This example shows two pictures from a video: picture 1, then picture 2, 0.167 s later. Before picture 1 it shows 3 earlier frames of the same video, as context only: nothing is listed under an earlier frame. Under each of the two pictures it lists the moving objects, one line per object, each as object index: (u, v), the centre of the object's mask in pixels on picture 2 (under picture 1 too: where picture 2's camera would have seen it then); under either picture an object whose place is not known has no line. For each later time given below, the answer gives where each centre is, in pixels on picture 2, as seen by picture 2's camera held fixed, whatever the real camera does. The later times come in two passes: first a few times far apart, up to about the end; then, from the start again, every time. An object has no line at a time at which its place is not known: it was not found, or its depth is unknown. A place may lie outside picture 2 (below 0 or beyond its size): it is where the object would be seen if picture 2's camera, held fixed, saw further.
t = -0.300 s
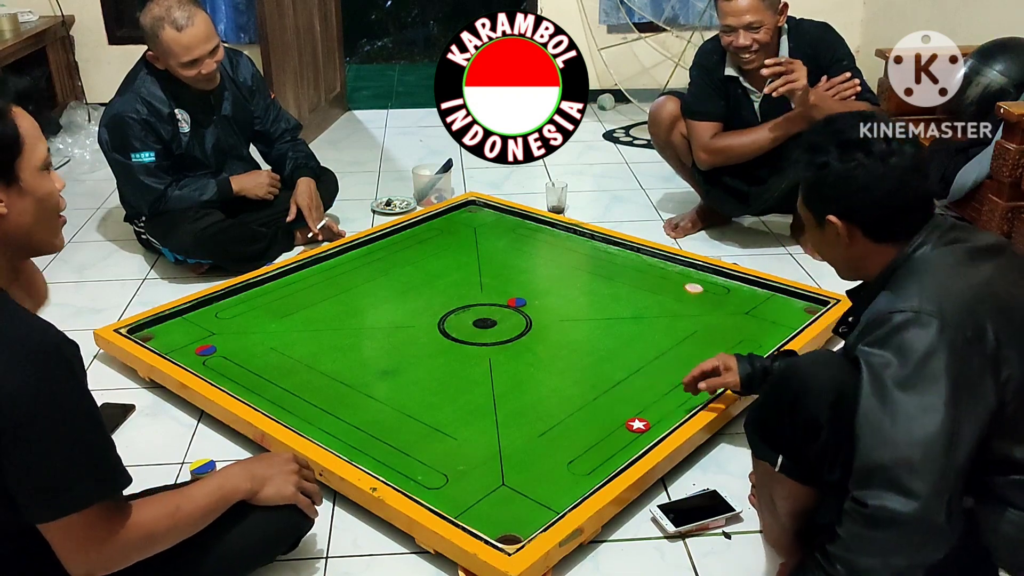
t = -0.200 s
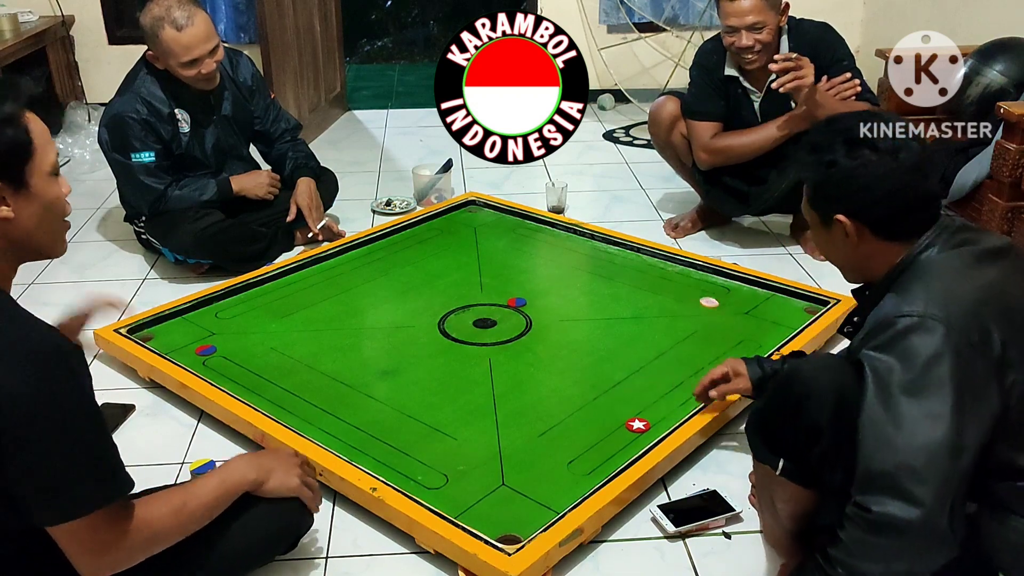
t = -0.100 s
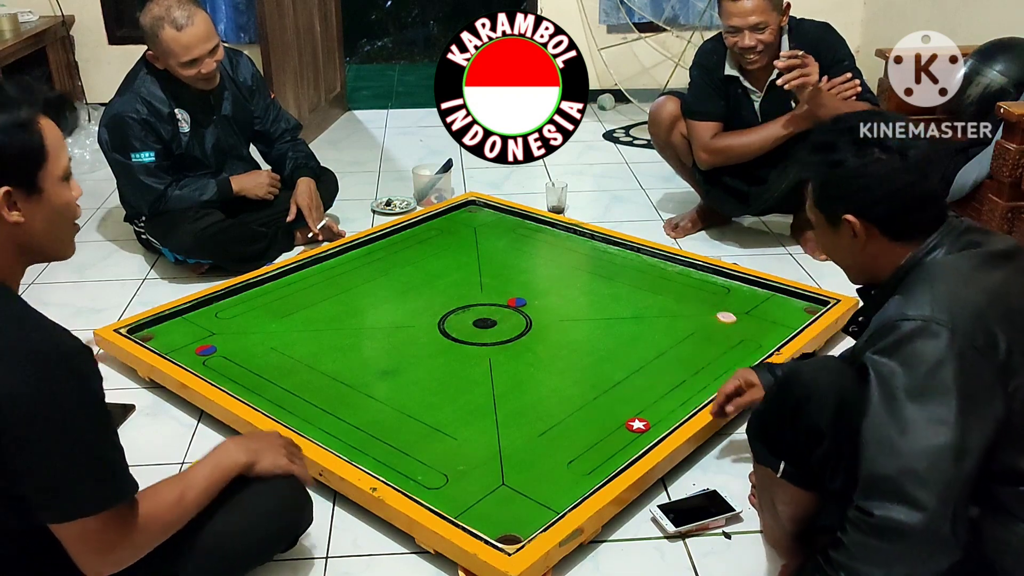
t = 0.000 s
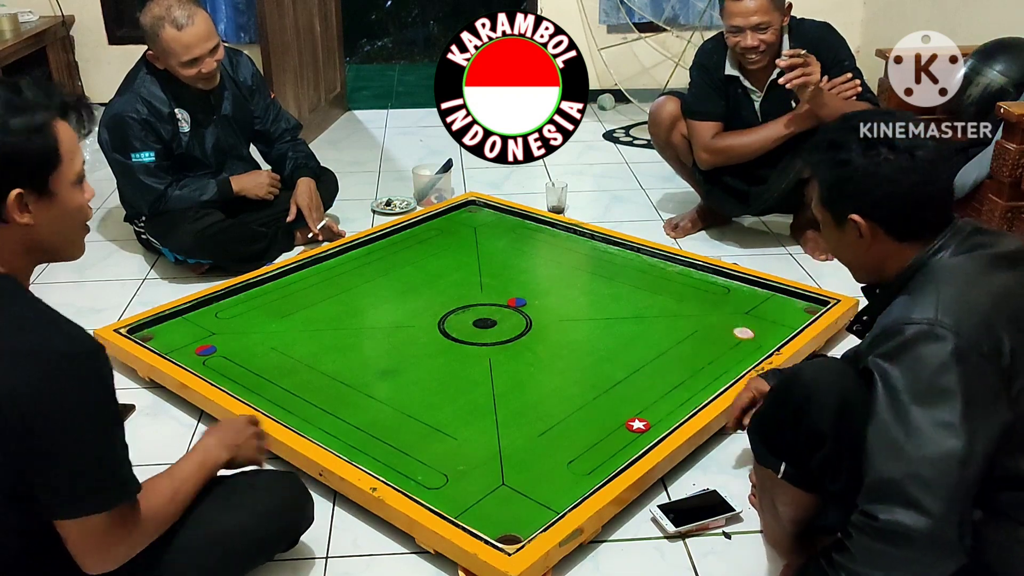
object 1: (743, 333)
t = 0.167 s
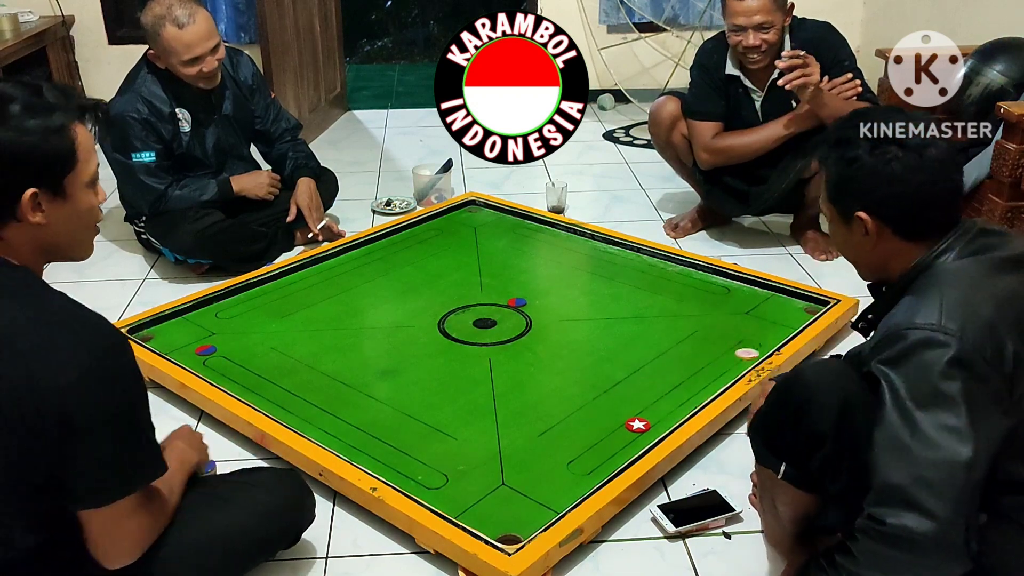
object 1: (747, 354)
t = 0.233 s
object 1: (728, 356)
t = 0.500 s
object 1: (653, 365)
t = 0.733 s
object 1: (590, 374)
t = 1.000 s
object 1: (519, 384)
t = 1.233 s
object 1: (460, 392)
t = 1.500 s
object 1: (393, 402)
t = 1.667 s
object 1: (354, 408)
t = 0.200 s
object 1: (737, 355)
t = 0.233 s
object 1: (728, 356)
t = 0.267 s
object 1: (718, 357)
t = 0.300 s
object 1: (709, 359)
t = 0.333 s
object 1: (700, 360)
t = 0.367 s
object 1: (691, 361)
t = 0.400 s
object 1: (681, 362)
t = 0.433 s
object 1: (672, 363)
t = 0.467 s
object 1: (663, 365)
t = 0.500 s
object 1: (653, 365)
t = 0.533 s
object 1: (644, 367)
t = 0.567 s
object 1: (635, 368)
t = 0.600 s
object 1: (626, 369)
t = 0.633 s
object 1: (617, 370)
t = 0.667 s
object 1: (608, 372)
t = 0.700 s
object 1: (599, 373)
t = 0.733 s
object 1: (590, 374)
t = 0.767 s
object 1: (581, 375)
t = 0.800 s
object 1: (571, 376)
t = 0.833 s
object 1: (562, 378)
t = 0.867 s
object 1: (554, 379)
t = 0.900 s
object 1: (545, 380)
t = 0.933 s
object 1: (536, 382)
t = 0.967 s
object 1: (528, 383)
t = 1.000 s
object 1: (519, 384)
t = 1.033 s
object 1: (510, 385)
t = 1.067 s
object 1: (502, 386)
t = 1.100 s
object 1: (493, 387)
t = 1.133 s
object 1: (484, 389)
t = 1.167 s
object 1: (476, 390)
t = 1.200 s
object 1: (468, 391)
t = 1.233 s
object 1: (460, 392)
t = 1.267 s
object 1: (451, 394)
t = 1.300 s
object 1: (443, 395)
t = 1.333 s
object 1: (434, 396)
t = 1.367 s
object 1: (426, 397)
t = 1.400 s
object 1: (418, 399)
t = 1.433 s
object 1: (409, 400)
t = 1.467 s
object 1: (401, 401)
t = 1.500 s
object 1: (393, 402)
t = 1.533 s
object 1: (385, 403)
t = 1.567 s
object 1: (378, 405)
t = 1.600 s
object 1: (370, 406)
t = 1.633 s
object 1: (362, 407)
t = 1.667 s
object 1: (354, 408)
